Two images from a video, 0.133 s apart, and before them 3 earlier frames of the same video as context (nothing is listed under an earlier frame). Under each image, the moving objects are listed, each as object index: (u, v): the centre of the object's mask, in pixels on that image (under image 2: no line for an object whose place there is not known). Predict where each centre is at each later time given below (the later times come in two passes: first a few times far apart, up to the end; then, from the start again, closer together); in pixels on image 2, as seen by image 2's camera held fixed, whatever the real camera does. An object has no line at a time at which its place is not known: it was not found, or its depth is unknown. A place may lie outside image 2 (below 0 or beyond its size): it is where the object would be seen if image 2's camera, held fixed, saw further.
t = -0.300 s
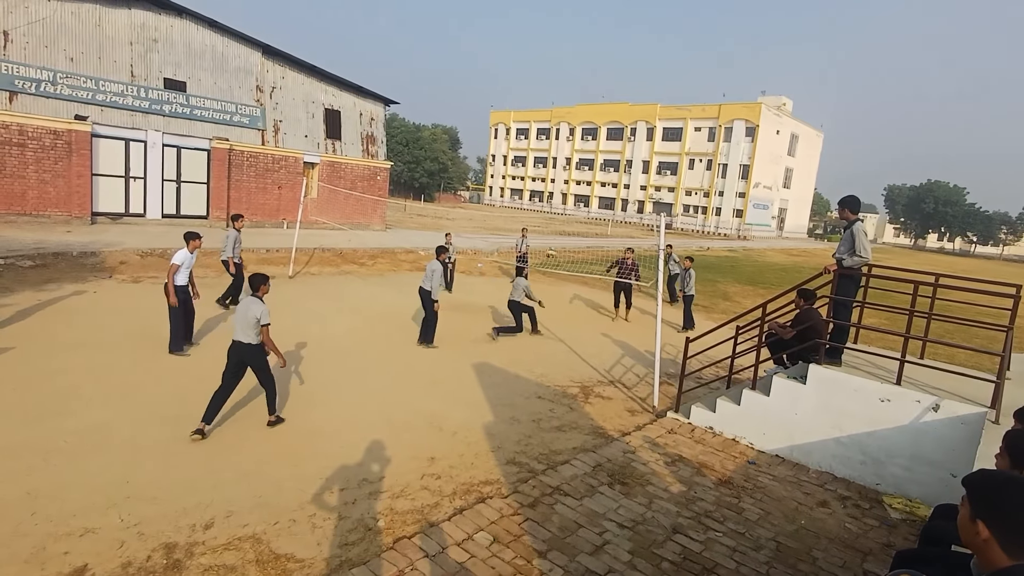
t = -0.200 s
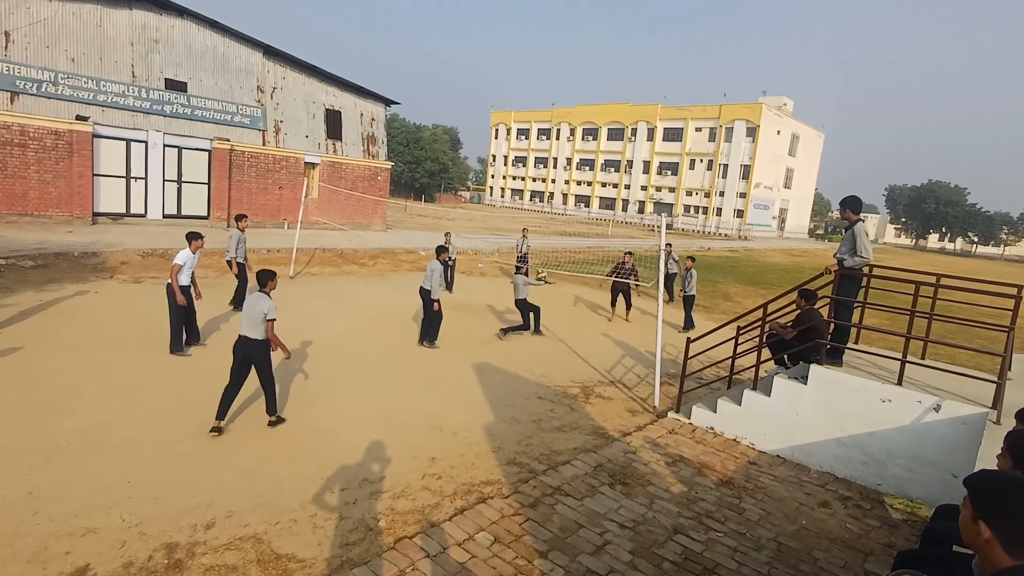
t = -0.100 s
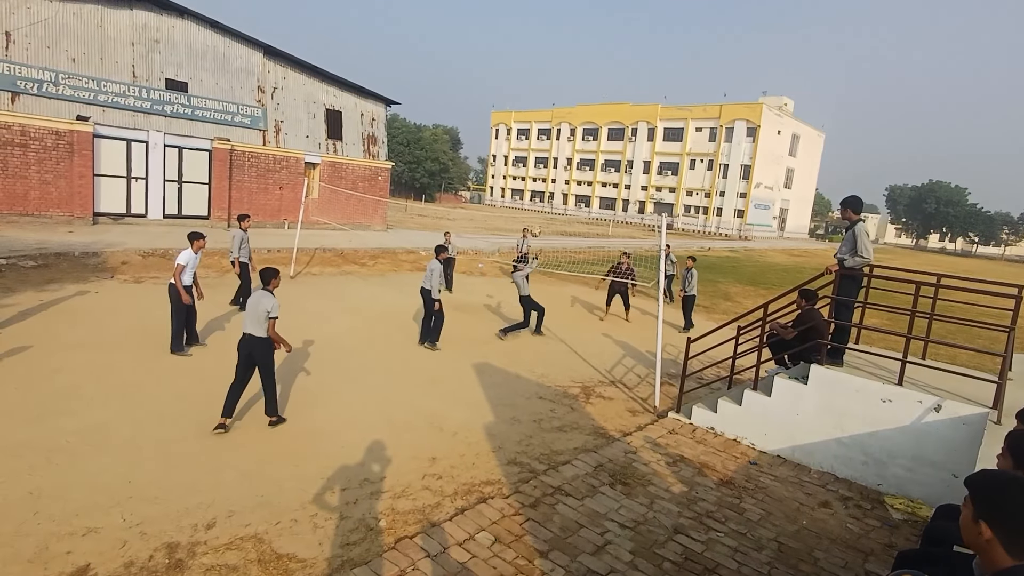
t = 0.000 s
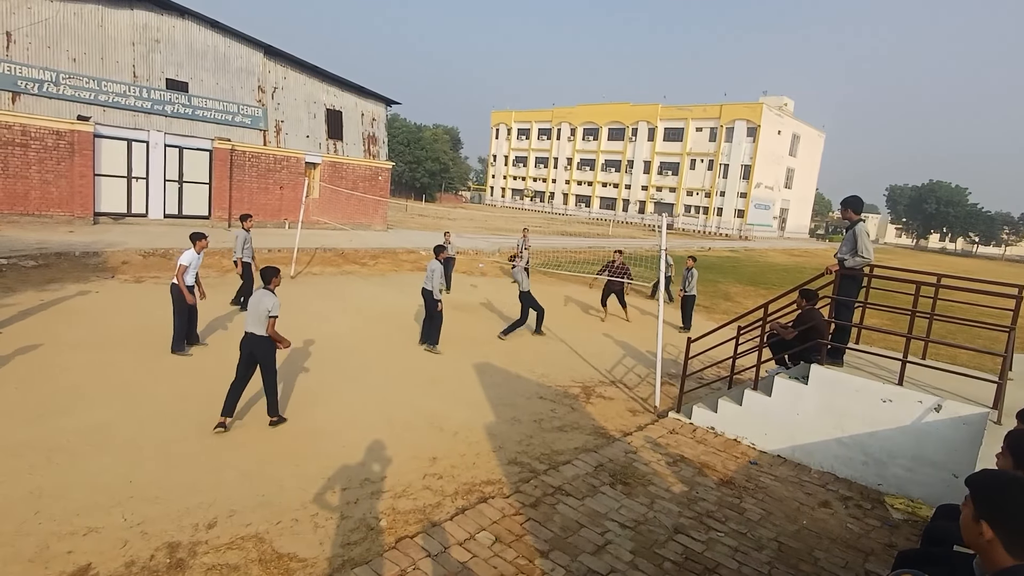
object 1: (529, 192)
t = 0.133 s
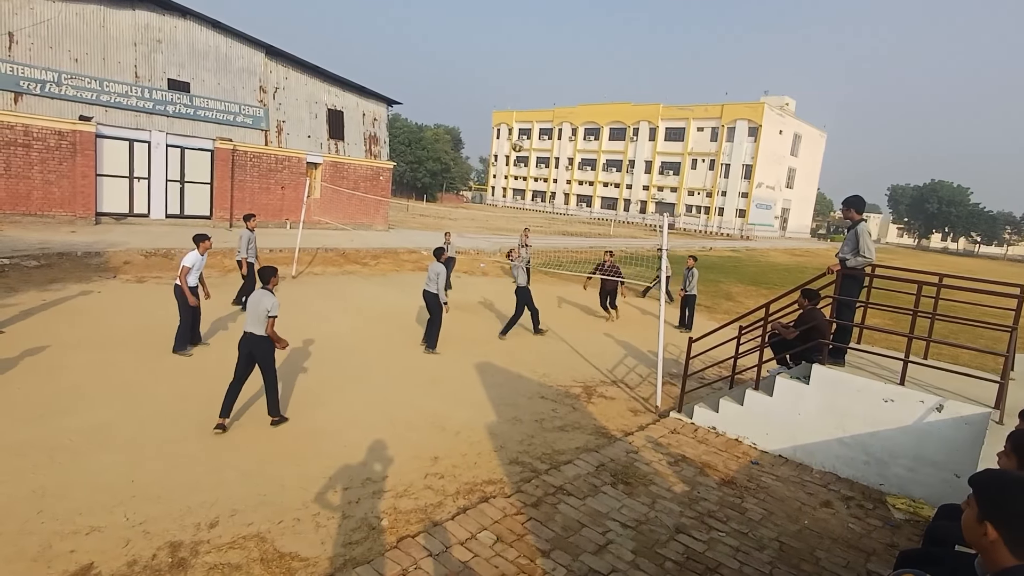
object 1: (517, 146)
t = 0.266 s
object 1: (504, 109)
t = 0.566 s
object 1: (467, 61)
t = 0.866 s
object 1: (423, 70)
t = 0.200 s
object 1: (511, 126)
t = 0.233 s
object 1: (507, 117)
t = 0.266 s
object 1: (504, 109)
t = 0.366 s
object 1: (492, 87)
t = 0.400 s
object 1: (488, 82)
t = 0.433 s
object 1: (484, 76)
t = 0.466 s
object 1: (480, 71)
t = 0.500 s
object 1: (476, 67)
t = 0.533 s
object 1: (472, 64)
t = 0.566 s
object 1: (467, 61)
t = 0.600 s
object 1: (463, 60)
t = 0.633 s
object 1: (458, 59)
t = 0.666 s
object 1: (453, 58)
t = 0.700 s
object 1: (448, 58)
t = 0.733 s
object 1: (443, 59)
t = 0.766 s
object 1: (438, 61)
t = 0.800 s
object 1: (433, 63)
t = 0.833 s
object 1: (428, 66)
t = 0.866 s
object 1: (423, 70)
